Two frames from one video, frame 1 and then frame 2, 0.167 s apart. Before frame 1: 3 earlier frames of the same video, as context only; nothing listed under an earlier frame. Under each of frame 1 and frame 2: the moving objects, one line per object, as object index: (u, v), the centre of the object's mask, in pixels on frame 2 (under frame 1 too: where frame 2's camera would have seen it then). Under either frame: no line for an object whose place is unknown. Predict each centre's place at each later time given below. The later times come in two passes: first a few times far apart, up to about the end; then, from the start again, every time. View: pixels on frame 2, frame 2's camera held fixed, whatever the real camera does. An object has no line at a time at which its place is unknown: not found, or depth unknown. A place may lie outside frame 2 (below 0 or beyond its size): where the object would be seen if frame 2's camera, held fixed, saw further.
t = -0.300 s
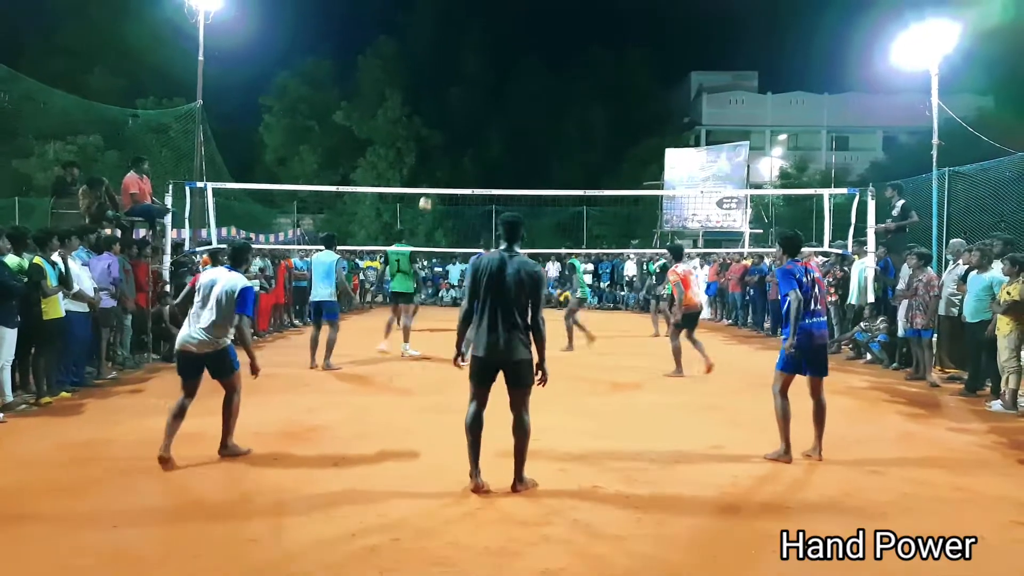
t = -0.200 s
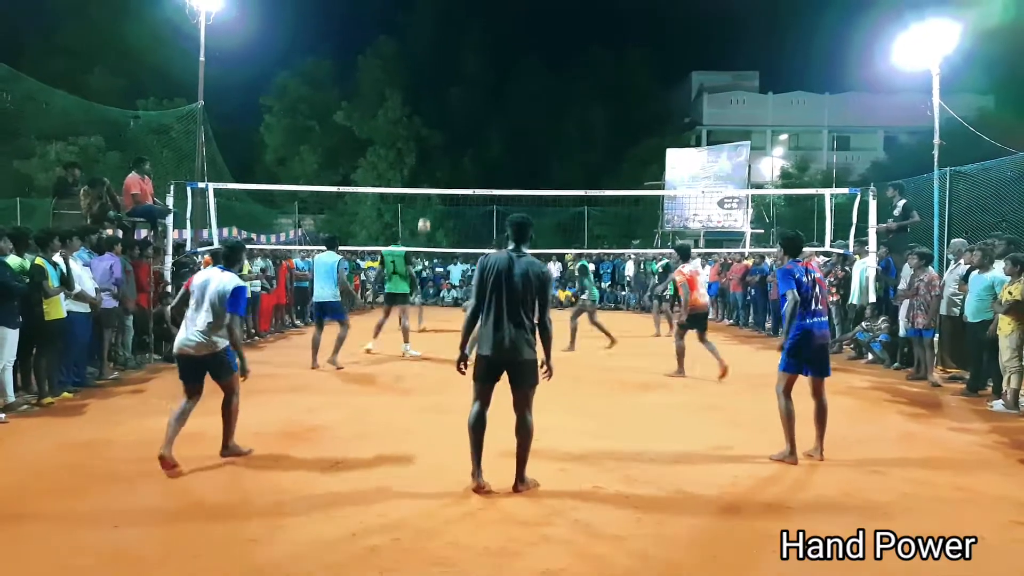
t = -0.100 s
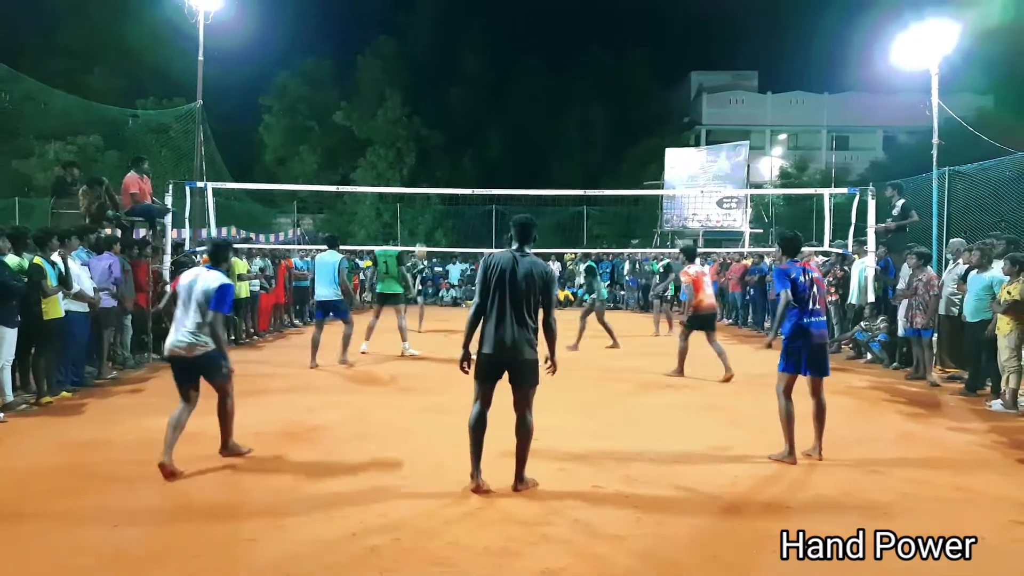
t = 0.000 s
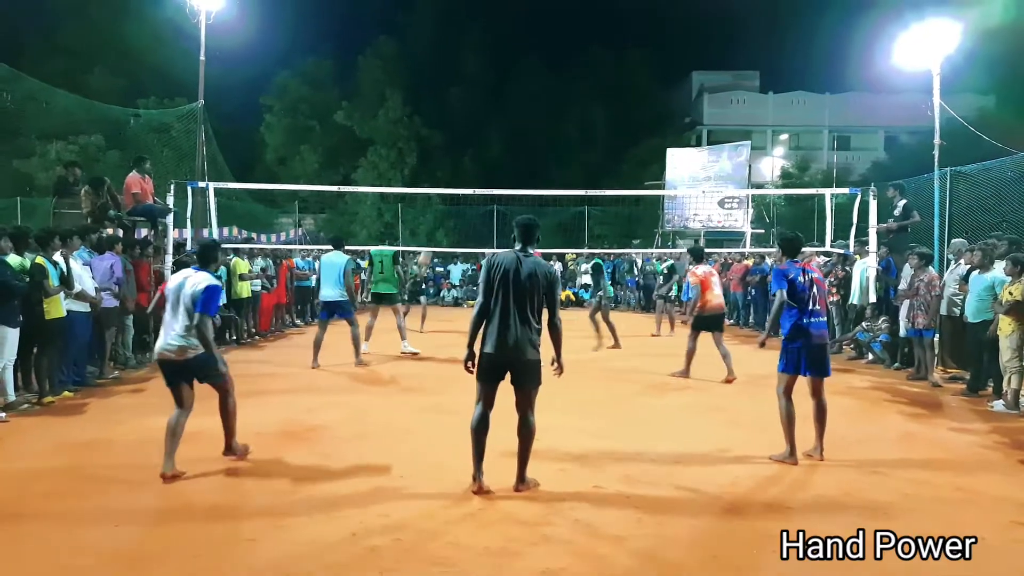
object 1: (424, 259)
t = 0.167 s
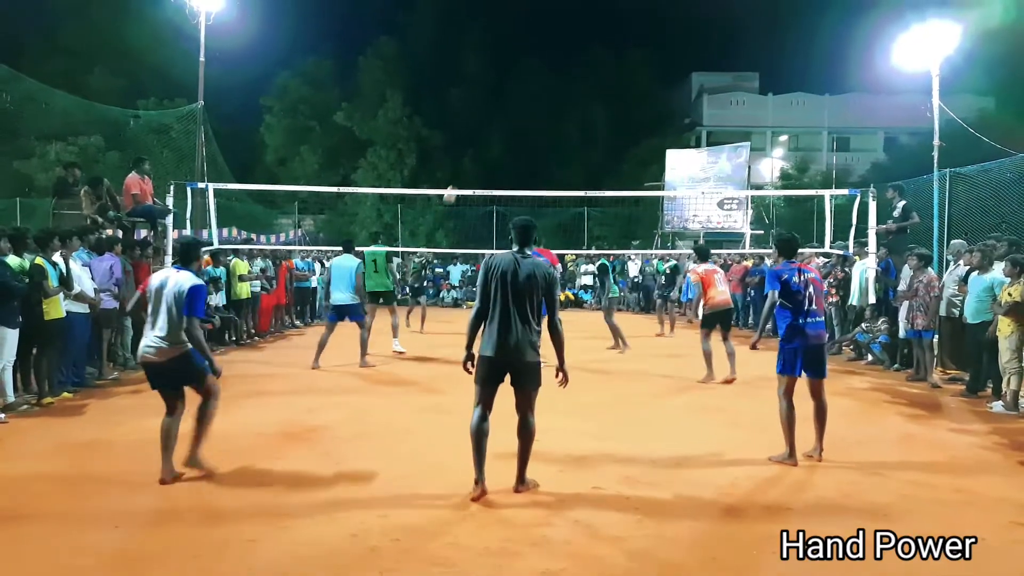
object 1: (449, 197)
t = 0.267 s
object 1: (466, 162)
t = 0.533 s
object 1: (507, 97)
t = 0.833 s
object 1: (554, 68)
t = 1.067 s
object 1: (591, 82)
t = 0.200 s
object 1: (456, 182)
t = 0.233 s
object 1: (461, 173)
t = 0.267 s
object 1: (466, 162)
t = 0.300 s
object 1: (471, 152)
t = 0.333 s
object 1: (476, 142)
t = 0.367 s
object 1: (481, 133)
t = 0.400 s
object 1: (486, 125)
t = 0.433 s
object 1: (491, 117)
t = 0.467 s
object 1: (496, 110)
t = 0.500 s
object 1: (502, 103)
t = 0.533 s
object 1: (507, 97)
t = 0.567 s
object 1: (512, 91)
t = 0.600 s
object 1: (517, 86)
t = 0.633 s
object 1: (522, 82)
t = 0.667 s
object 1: (527, 79)
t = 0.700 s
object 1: (533, 75)
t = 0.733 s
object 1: (538, 73)
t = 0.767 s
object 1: (543, 71)
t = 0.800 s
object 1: (549, 69)
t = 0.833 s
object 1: (554, 68)
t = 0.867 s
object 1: (559, 68)
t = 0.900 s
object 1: (564, 69)
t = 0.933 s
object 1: (569, 70)
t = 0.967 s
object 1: (575, 72)
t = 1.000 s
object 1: (580, 75)
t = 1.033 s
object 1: (586, 78)
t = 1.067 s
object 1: (591, 82)
